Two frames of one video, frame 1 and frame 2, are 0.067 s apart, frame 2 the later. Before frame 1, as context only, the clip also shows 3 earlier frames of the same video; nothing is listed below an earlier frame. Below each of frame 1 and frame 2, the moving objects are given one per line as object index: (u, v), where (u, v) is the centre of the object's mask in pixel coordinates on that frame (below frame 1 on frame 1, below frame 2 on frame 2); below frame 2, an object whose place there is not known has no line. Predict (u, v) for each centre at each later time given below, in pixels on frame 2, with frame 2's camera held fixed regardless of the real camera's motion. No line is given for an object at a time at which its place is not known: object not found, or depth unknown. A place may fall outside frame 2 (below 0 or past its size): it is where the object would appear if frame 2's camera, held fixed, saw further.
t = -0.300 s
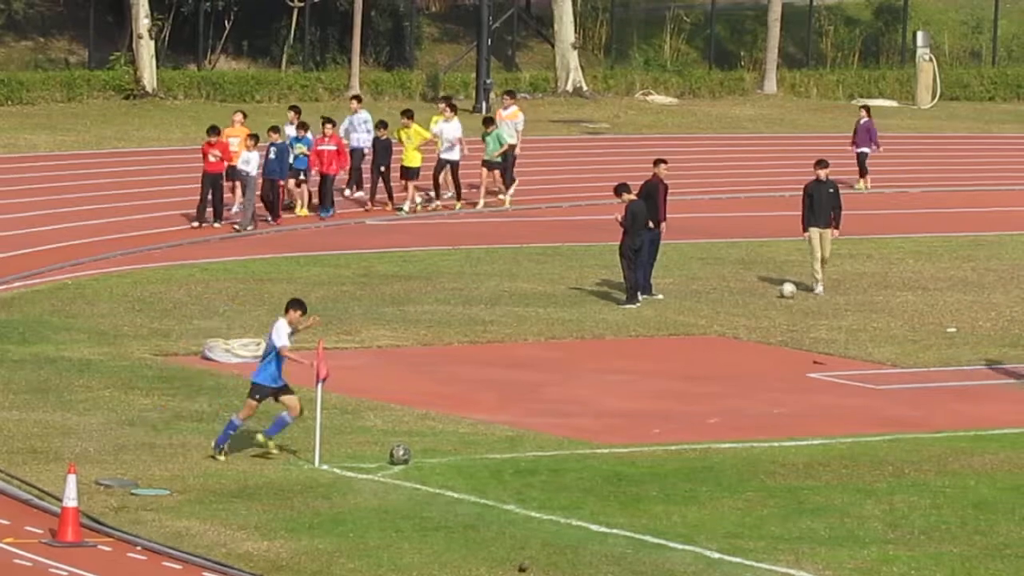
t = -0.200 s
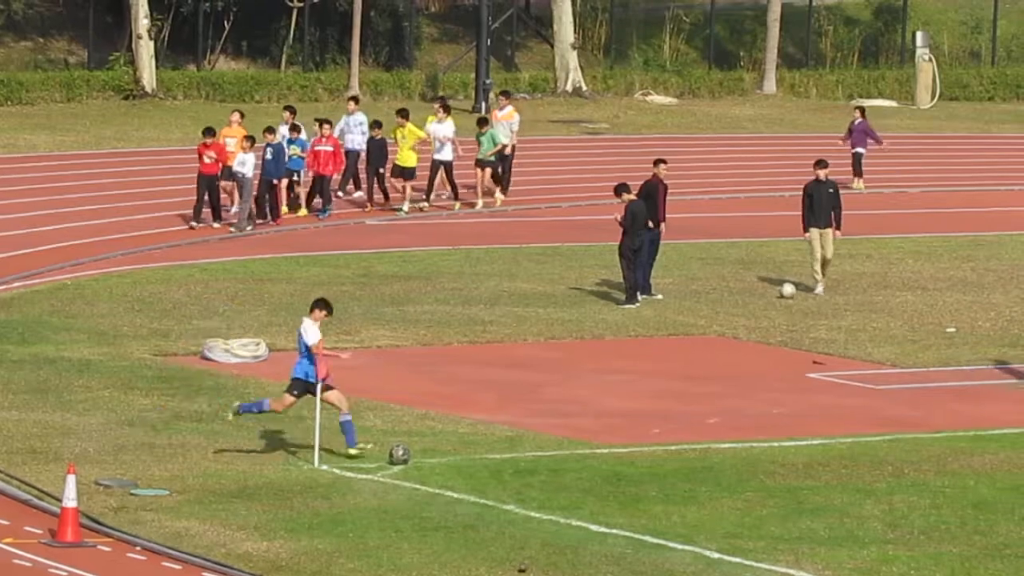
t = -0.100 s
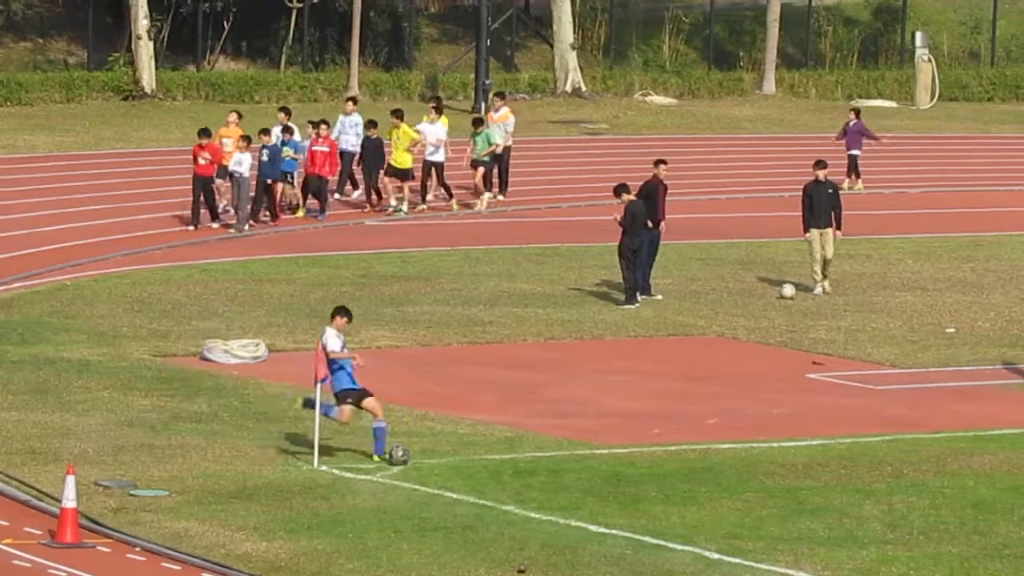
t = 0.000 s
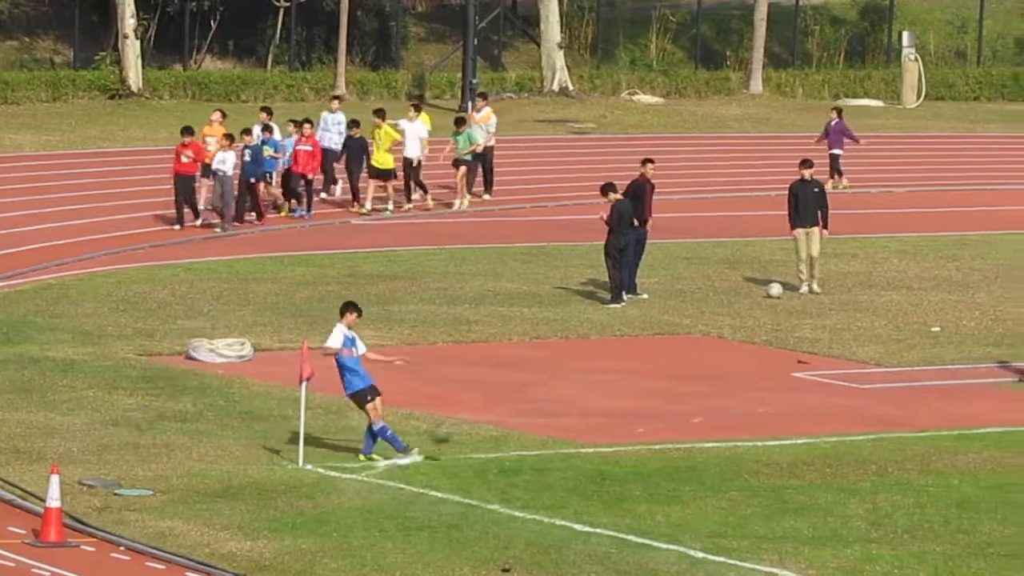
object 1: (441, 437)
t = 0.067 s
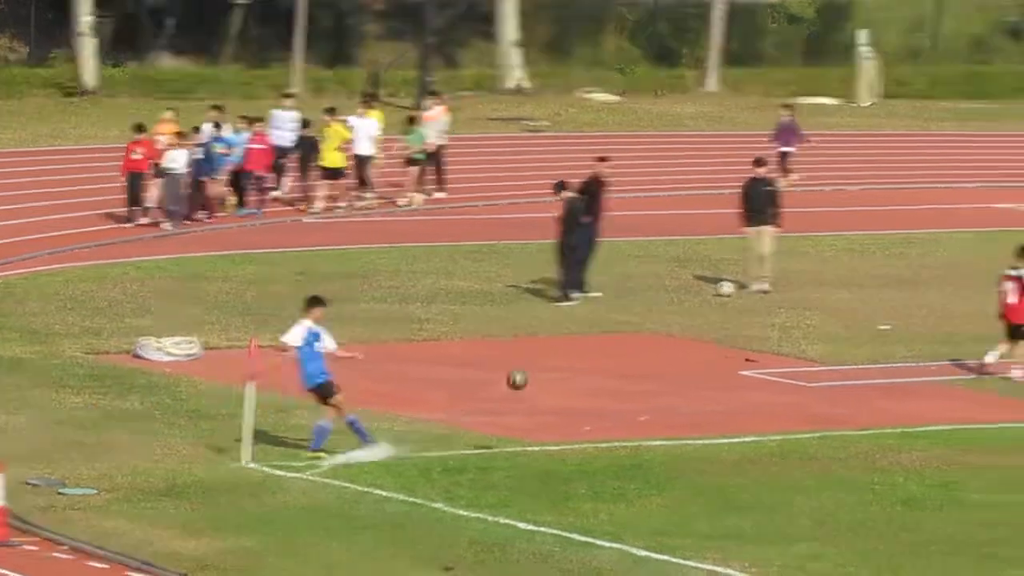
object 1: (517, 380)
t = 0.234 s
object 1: (814, 269)
